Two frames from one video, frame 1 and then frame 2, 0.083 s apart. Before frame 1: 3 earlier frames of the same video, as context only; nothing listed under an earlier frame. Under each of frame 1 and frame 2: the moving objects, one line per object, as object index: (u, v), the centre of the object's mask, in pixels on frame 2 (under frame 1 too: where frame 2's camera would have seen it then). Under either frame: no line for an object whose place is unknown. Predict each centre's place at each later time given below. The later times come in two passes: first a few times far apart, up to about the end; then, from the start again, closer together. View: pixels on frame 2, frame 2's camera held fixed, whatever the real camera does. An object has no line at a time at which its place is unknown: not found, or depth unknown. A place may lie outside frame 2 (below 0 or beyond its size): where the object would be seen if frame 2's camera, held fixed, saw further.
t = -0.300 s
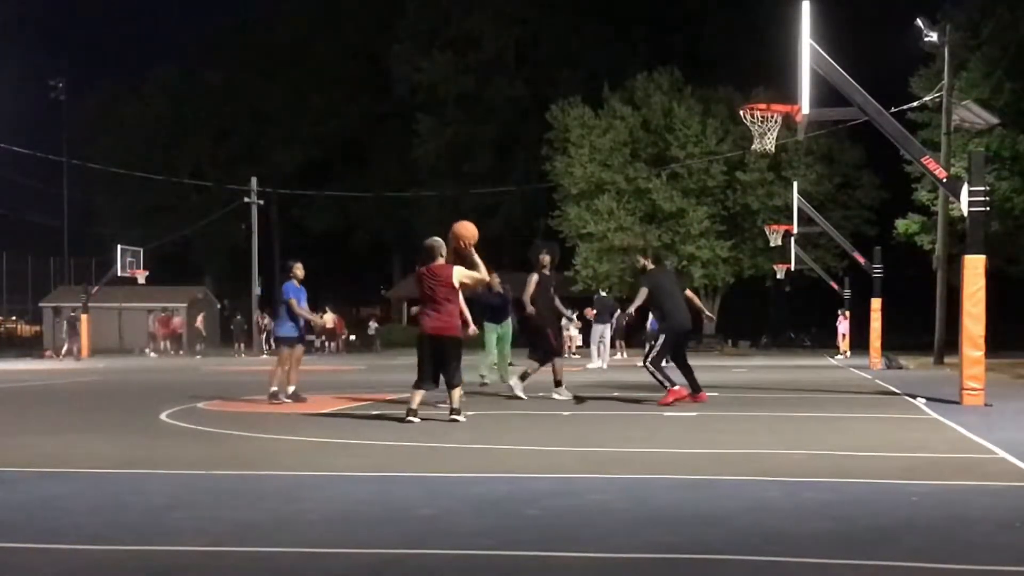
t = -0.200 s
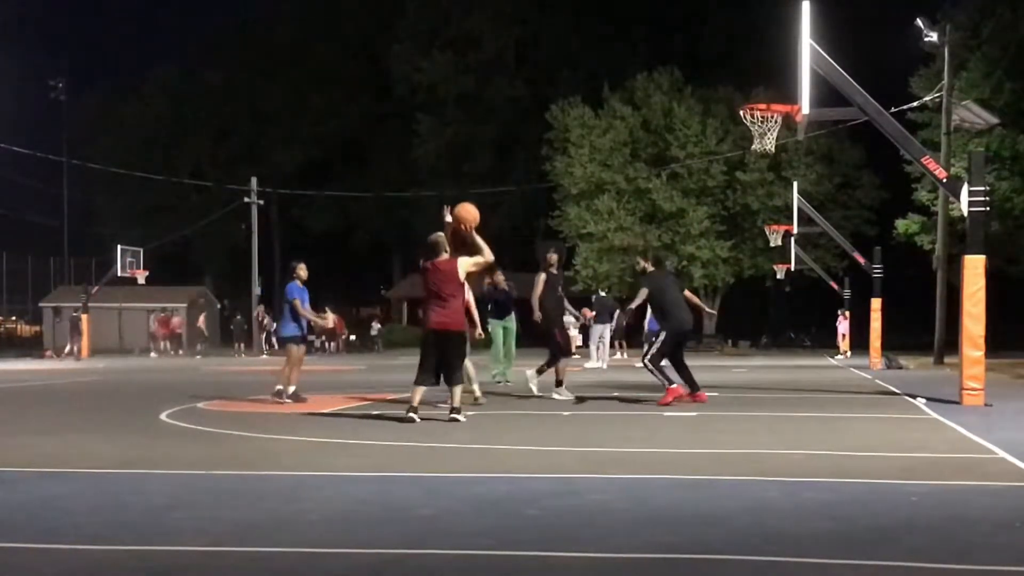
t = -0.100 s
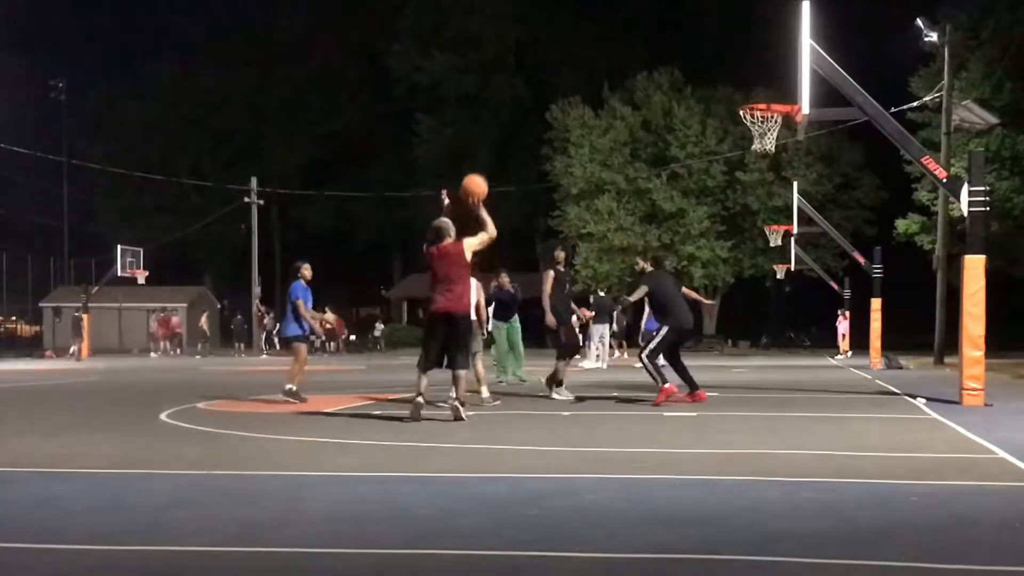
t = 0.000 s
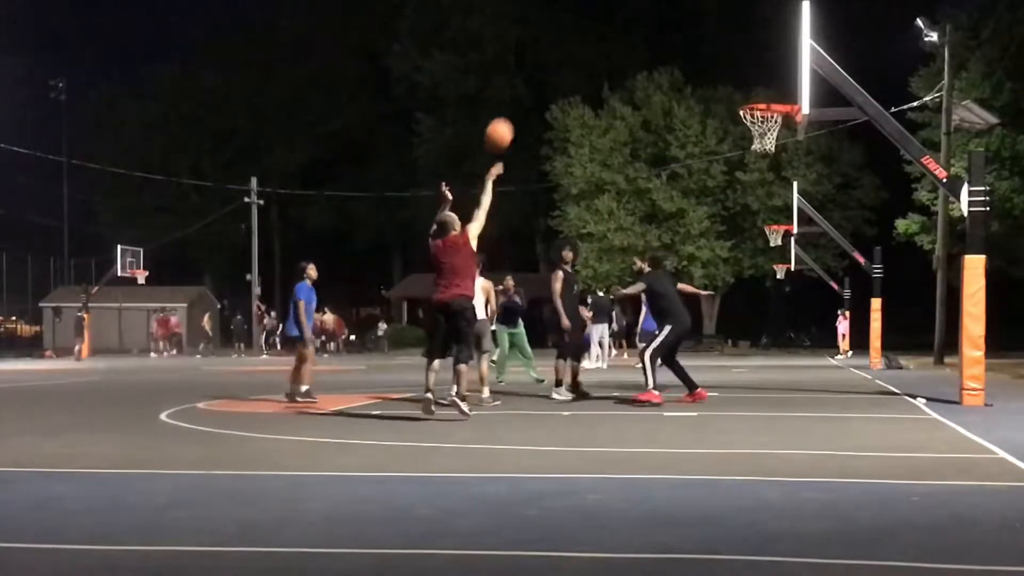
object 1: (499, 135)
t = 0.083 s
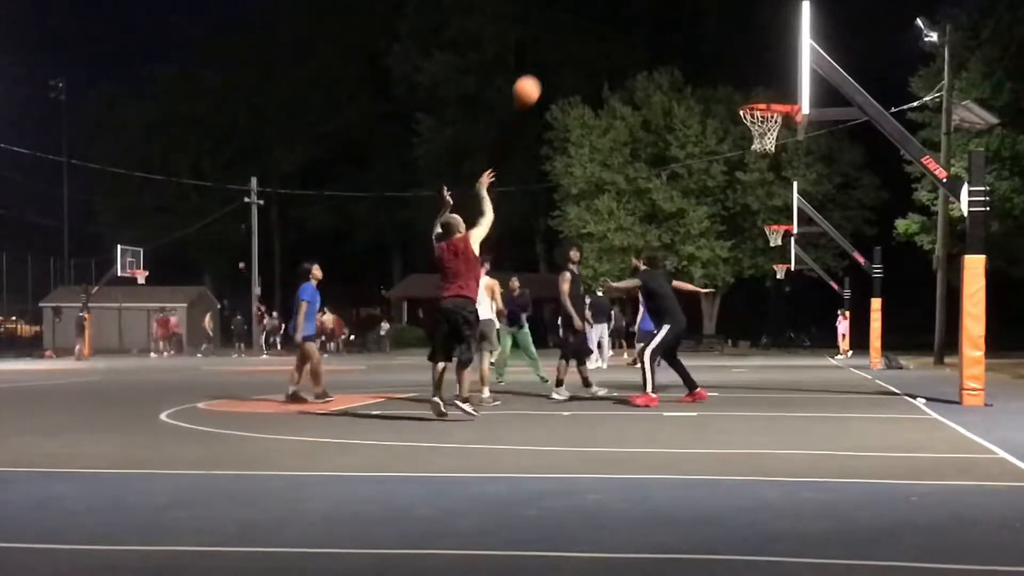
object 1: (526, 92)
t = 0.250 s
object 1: (578, 31)
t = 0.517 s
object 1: (654, 6)
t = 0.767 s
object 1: (717, 40)
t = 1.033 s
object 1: (776, 140)
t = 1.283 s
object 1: (789, 177)
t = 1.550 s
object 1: (804, 289)
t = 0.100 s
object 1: (531, 84)
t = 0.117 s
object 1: (537, 76)
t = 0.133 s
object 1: (542, 70)
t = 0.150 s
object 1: (547, 63)
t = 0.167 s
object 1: (552, 57)
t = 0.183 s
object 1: (556, 52)
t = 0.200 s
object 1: (563, 46)
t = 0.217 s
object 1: (568, 40)
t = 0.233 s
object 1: (573, 35)
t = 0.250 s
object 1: (578, 31)
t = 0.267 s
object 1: (583, 27)
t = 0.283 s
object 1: (588, 23)
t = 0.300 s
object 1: (593, 19)
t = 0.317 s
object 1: (598, 16)
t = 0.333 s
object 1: (602, 14)
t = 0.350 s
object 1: (607, 12)
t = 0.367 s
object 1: (611, 11)
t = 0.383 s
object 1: (616, 10)
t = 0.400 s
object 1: (622, 8)
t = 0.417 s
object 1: (626, 8)
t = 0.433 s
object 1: (631, 7)
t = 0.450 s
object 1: (635, 7)
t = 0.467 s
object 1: (640, 7)
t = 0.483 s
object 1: (644, 7)
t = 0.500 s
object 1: (649, 7)
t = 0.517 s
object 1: (654, 6)
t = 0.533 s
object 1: (658, 6)
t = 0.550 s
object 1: (663, 7)
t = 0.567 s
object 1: (667, 8)
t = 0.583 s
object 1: (671, 8)
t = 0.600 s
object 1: (676, 9)
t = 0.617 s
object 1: (680, 11)
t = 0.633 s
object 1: (684, 12)
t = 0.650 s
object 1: (688, 15)
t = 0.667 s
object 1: (692, 17)
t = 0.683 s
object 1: (696, 21)
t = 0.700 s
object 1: (701, 24)
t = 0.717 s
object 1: (705, 28)
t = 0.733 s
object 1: (709, 31)
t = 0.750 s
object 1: (713, 35)
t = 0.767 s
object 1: (717, 40)
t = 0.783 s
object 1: (721, 45)
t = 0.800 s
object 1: (725, 49)
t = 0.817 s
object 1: (729, 54)
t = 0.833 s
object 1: (733, 60)
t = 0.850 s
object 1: (737, 65)
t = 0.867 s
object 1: (741, 71)
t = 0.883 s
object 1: (745, 77)
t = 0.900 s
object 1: (748, 83)
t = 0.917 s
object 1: (752, 89)
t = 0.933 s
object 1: (755, 94)
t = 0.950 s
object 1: (757, 99)
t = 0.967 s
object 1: (765, 108)
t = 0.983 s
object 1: (768, 113)
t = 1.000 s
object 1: (770, 115)
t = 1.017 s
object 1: (778, 131)
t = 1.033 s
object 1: (776, 140)
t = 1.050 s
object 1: (773, 142)
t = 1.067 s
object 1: (776, 140)
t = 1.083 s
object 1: (777, 139)
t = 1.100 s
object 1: (777, 140)
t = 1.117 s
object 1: (777, 142)
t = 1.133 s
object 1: (778, 144)
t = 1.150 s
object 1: (778, 147)
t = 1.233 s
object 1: (790, 167)
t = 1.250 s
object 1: (790, 170)
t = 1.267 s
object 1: (789, 174)
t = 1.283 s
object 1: (789, 177)
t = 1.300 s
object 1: (790, 183)
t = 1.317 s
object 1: (791, 188)
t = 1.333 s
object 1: (792, 194)
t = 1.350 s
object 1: (793, 200)
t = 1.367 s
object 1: (793, 206)
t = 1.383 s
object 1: (795, 213)
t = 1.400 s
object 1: (796, 220)
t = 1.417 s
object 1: (797, 226)
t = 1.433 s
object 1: (798, 233)
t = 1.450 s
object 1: (799, 240)
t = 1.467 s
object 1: (800, 246)
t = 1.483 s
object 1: (801, 254)
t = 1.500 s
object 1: (802, 264)
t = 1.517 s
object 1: (802, 272)
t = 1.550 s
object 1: (804, 289)
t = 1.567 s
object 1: (805, 297)
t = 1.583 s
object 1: (805, 306)
